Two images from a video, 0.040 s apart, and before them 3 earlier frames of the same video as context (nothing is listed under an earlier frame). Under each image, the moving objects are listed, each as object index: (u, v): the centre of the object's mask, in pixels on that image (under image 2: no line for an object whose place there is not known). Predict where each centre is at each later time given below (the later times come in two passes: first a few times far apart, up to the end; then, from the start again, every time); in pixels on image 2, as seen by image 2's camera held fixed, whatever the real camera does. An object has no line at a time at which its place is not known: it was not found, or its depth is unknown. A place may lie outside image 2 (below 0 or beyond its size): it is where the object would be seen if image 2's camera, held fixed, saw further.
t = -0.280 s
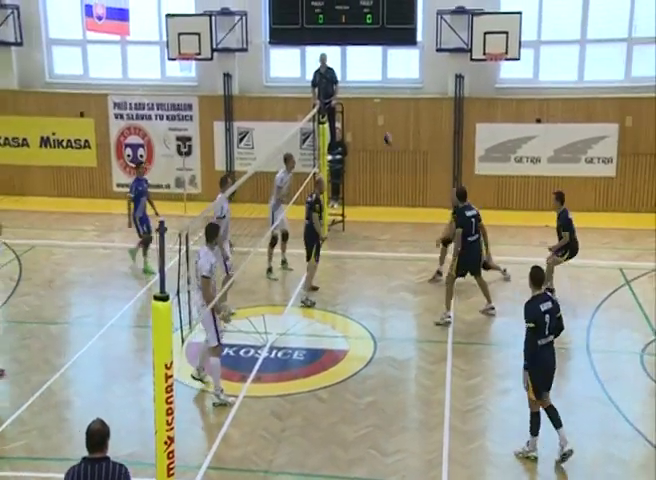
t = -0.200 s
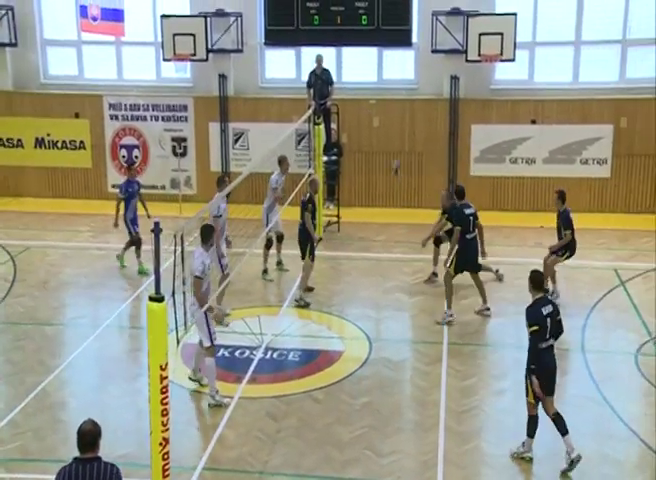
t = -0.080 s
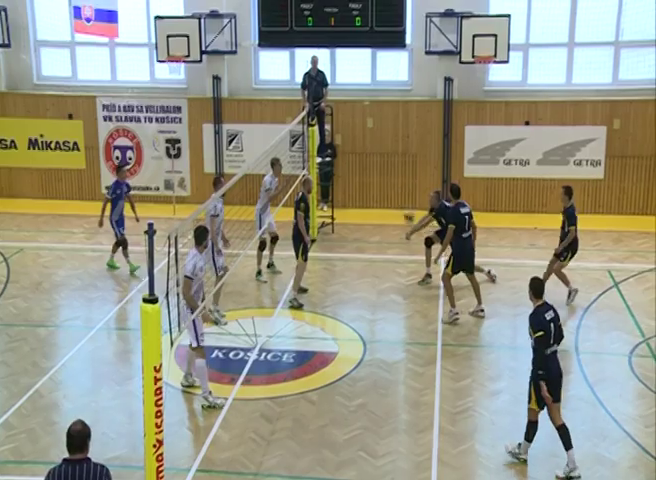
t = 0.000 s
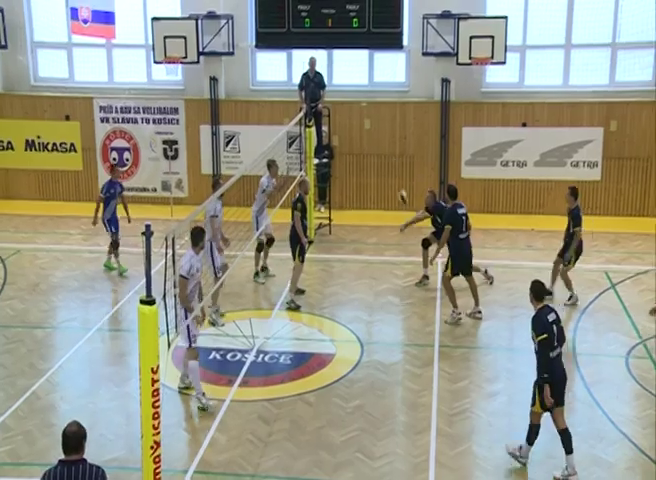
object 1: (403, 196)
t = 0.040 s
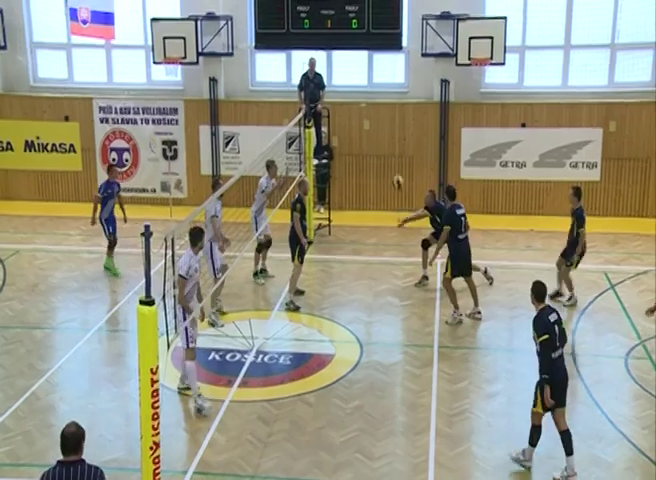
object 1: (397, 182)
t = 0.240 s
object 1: (378, 119)
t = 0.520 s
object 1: (350, 77)
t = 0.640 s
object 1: (337, 75)
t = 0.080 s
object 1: (394, 168)
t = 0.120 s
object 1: (391, 154)
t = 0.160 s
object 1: (388, 141)
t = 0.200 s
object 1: (382, 130)
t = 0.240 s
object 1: (378, 119)
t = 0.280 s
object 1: (375, 110)
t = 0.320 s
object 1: (368, 103)
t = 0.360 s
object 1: (365, 96)
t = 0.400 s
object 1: (361, 89)
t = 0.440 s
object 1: (358, 84)
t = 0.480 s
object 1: (354, 80)
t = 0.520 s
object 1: (350, 77)
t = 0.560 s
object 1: (345, 75)
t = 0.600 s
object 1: (341, 75)
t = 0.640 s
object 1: (337, 75)
